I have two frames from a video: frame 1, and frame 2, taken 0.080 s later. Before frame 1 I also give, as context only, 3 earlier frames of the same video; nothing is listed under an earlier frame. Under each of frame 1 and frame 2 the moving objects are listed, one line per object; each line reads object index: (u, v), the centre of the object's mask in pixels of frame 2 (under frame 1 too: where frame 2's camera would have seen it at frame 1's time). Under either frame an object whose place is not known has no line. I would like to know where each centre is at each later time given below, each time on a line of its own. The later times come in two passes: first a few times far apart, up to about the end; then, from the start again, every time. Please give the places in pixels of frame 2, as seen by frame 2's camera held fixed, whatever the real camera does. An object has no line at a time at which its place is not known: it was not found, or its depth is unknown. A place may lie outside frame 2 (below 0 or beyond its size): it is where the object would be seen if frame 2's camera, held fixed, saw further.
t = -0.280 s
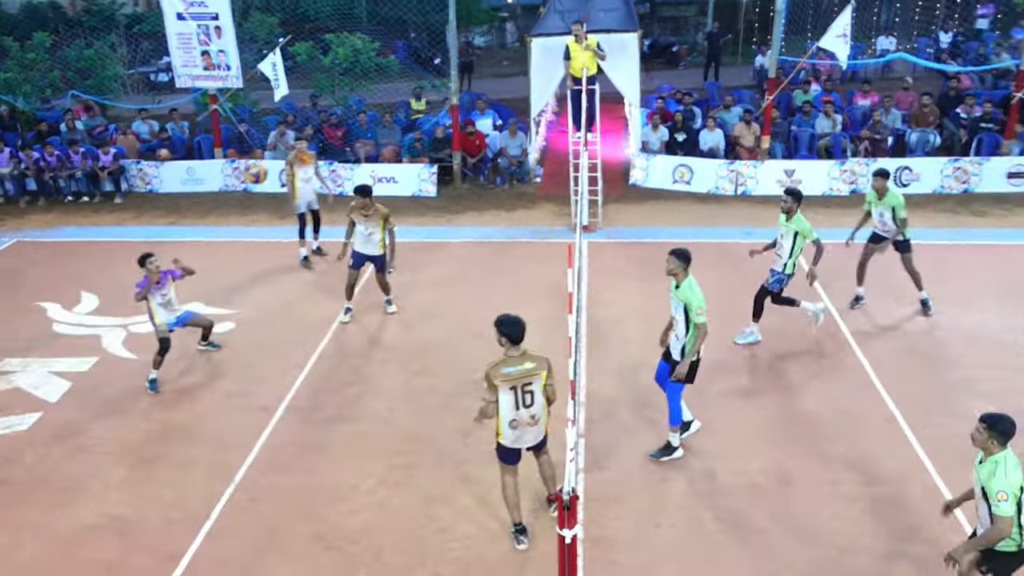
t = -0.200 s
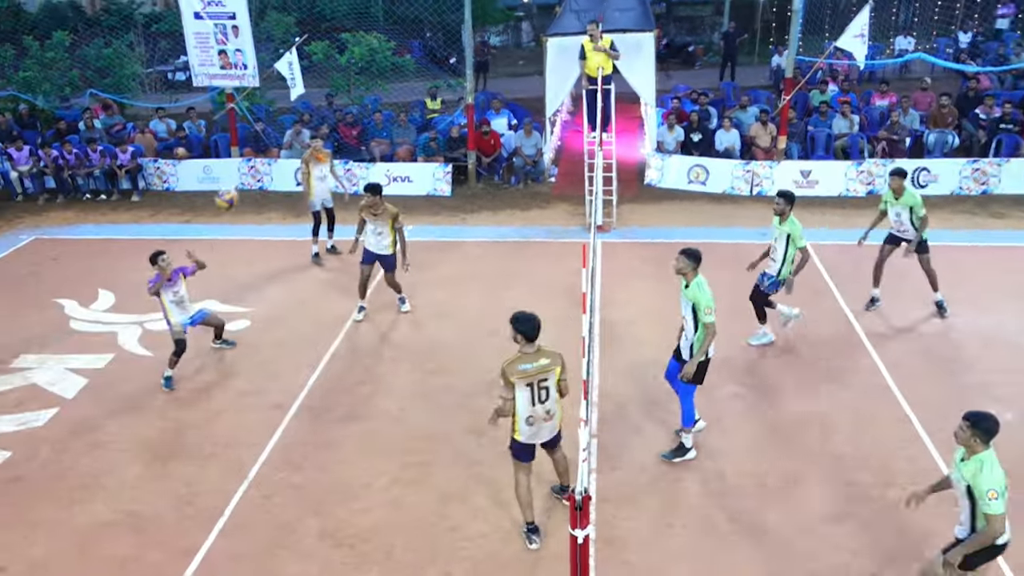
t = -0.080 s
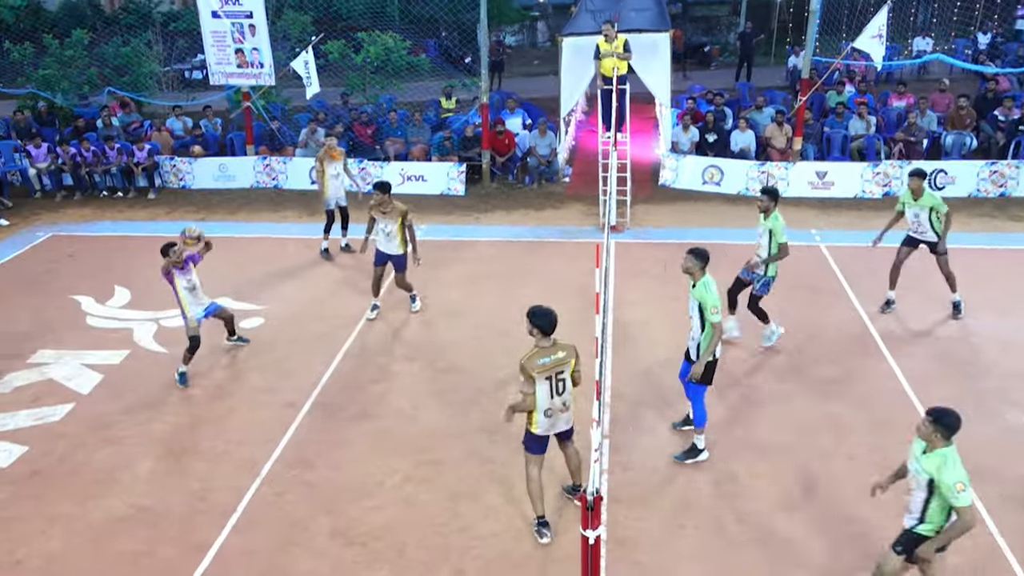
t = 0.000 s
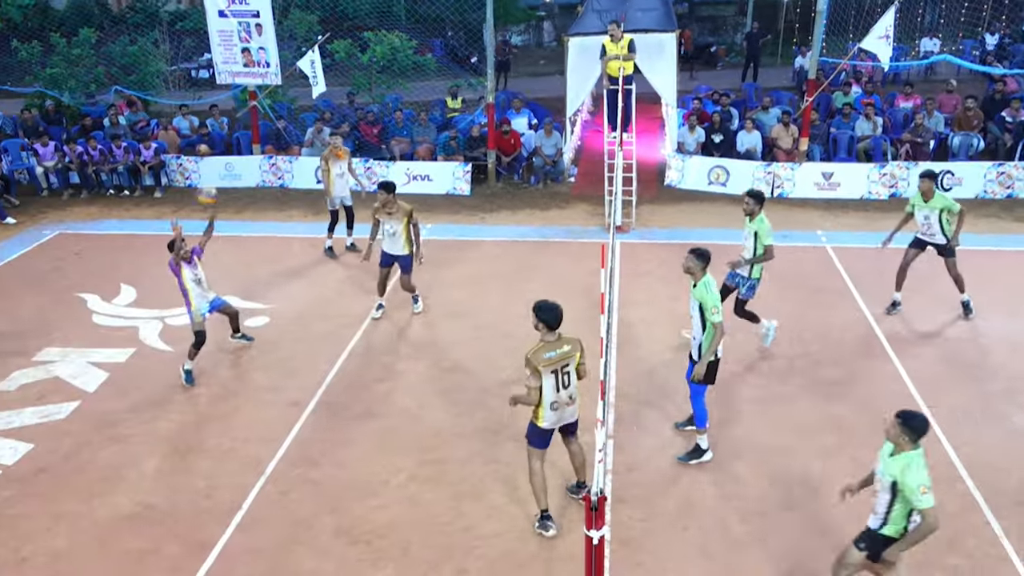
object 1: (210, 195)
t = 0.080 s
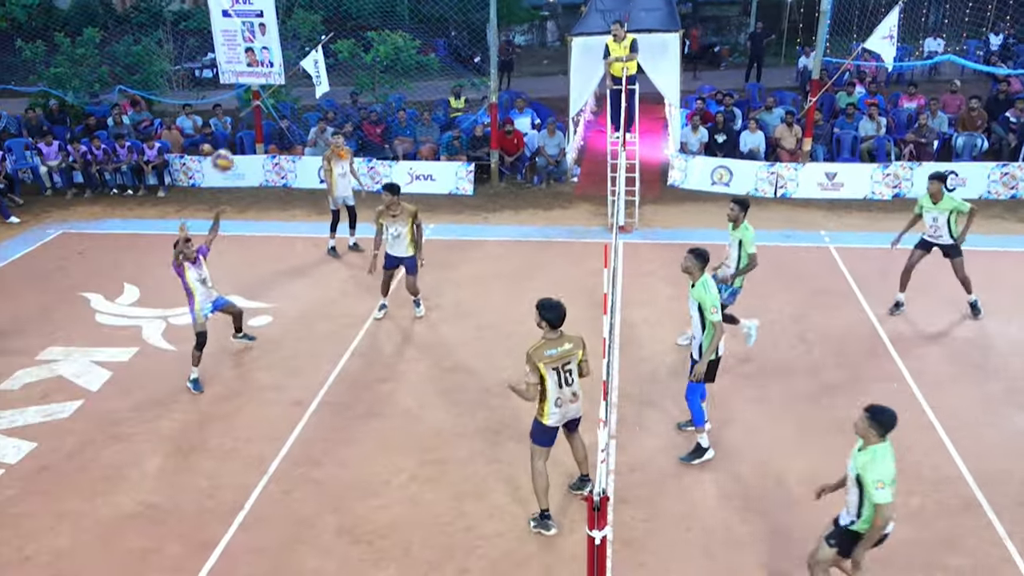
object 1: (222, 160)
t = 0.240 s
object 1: (252, 105)
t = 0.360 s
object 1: (279, 79)
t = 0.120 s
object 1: (229, 144)
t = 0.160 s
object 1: (237, 130)
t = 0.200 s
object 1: (244, 117)
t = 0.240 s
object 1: (252, 105)
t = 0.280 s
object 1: (261, 93)
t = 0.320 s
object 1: (269, 86)
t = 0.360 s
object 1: (279, 79)
